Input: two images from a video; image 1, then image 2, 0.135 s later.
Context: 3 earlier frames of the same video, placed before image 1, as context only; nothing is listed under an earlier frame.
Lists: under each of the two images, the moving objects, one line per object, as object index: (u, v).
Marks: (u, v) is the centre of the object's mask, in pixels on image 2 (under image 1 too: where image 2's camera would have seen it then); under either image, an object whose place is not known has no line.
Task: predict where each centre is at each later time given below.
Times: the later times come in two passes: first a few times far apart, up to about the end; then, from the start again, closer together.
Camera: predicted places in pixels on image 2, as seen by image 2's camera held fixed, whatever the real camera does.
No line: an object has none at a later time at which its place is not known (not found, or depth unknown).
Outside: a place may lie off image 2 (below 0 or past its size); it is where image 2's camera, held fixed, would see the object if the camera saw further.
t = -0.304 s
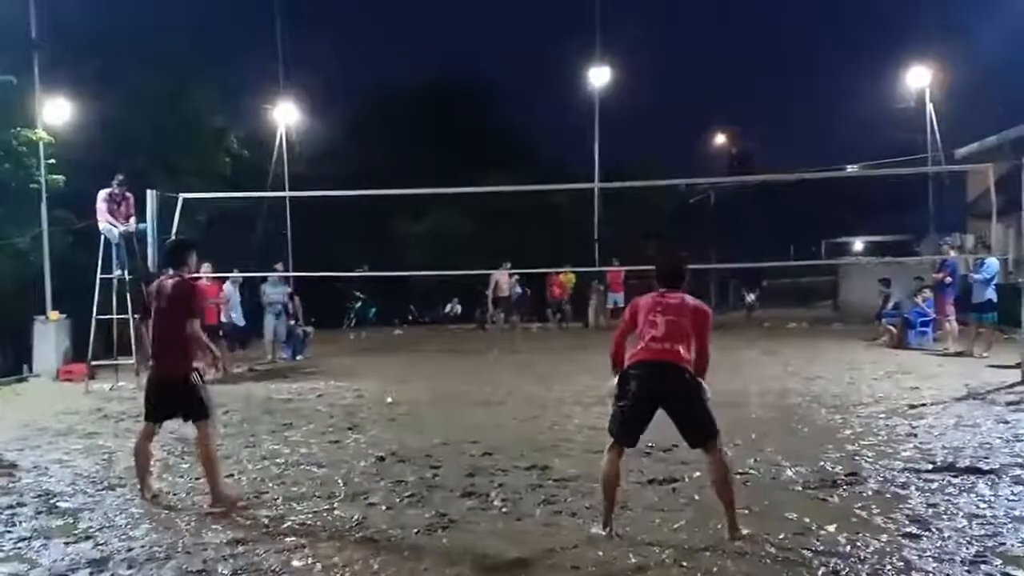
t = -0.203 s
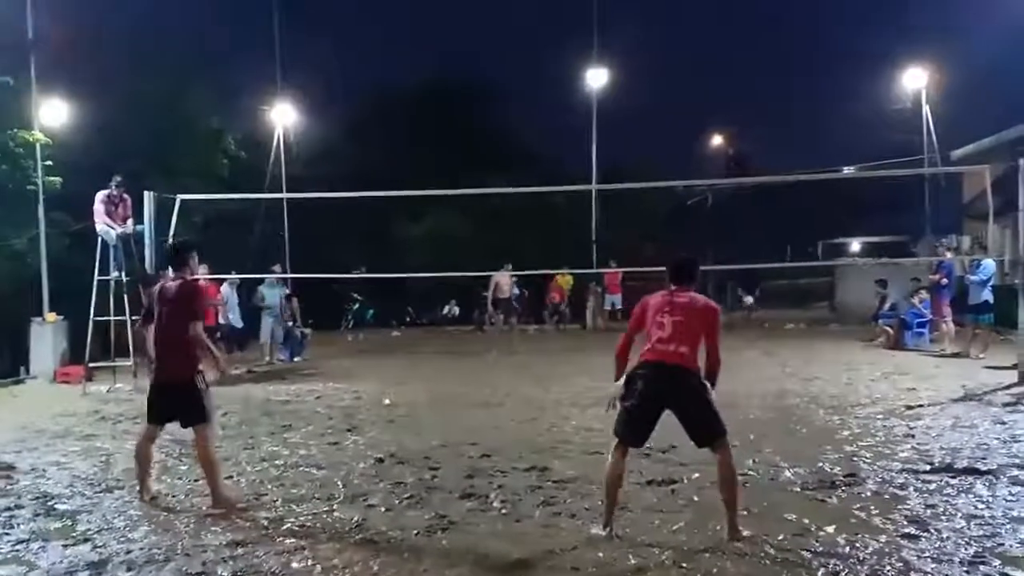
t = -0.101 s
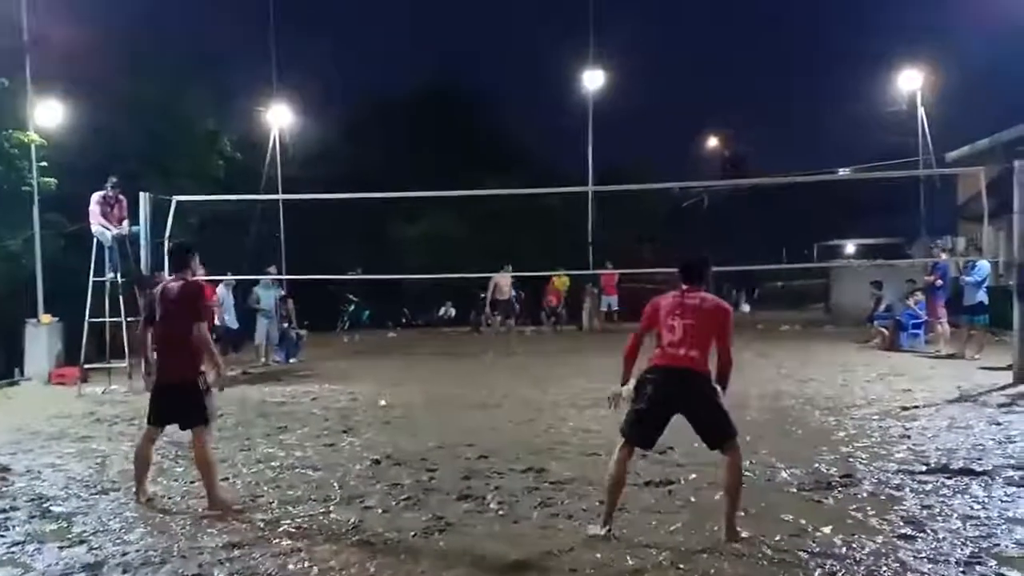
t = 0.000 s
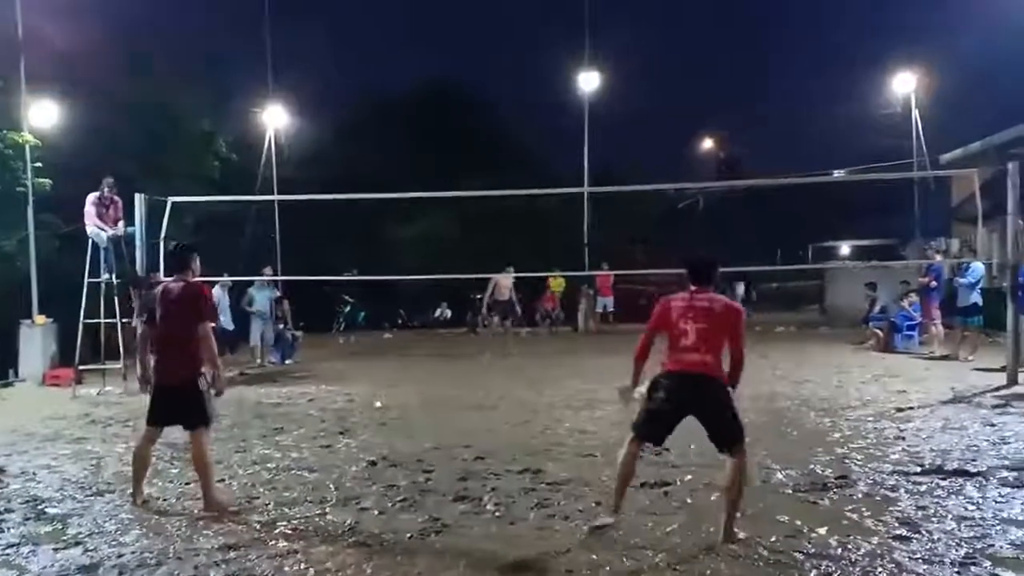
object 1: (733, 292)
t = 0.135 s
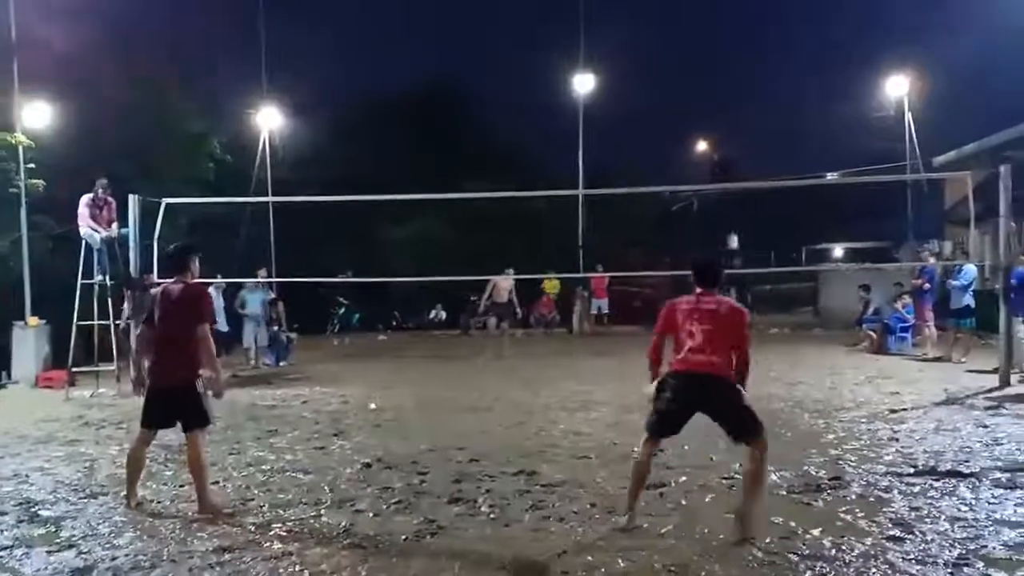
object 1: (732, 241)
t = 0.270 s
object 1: (732, 195)
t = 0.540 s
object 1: (728, 110)
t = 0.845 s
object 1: (721, 47)
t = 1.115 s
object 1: (715, 50)
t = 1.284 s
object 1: (709, 108)
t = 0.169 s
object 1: (732, 230)
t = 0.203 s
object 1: (732, 218)
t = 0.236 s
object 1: (732, 205)
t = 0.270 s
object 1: (732, 195)
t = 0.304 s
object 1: (732, 181)
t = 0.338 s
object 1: (731, 171)
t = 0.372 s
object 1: (731, 161)
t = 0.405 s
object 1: (730, 150)
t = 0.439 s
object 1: (729, 139)
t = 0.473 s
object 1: (729, 130)
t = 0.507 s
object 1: (729, 119)
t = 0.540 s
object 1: (728, 110)
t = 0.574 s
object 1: (727, 100)
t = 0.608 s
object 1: (726, 92)
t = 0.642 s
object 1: (725, 83)
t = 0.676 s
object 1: (724, 76)
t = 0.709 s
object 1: (723, 70)
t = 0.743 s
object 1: (723, 63)
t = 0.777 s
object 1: (722, 57)
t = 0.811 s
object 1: (721, 51)
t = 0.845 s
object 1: (721, 47)
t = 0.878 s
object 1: (720, 43)
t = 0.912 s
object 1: (719, 40)
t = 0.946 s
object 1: (719, 39)
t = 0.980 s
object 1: (718, 39)
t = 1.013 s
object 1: (717, 39)
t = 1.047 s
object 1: (716, 42)
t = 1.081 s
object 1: (715, 45)
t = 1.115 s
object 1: (715, 50)
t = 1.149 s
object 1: (714, 57)
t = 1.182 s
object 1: (713, 66)
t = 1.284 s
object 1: (709, 108)
